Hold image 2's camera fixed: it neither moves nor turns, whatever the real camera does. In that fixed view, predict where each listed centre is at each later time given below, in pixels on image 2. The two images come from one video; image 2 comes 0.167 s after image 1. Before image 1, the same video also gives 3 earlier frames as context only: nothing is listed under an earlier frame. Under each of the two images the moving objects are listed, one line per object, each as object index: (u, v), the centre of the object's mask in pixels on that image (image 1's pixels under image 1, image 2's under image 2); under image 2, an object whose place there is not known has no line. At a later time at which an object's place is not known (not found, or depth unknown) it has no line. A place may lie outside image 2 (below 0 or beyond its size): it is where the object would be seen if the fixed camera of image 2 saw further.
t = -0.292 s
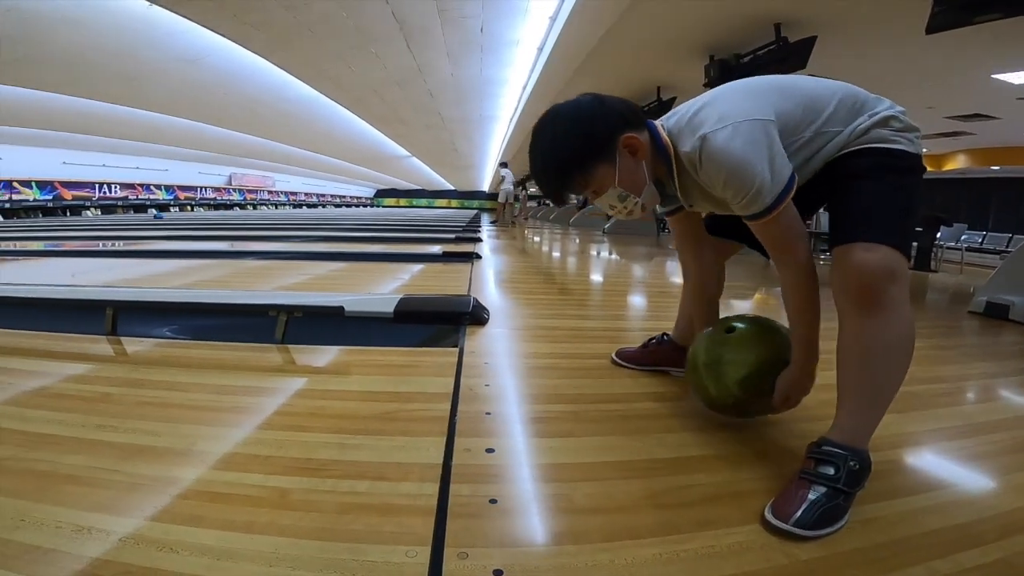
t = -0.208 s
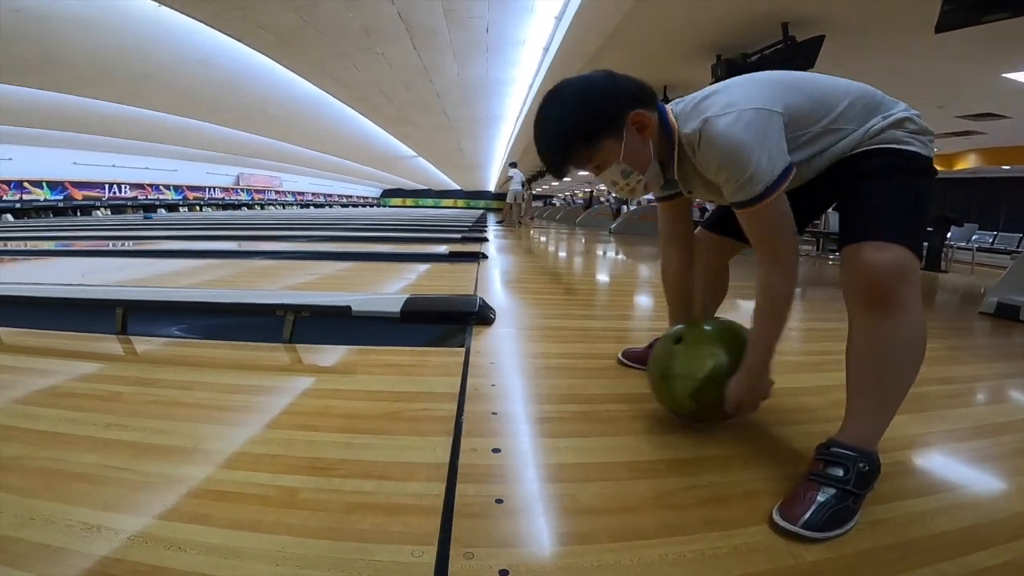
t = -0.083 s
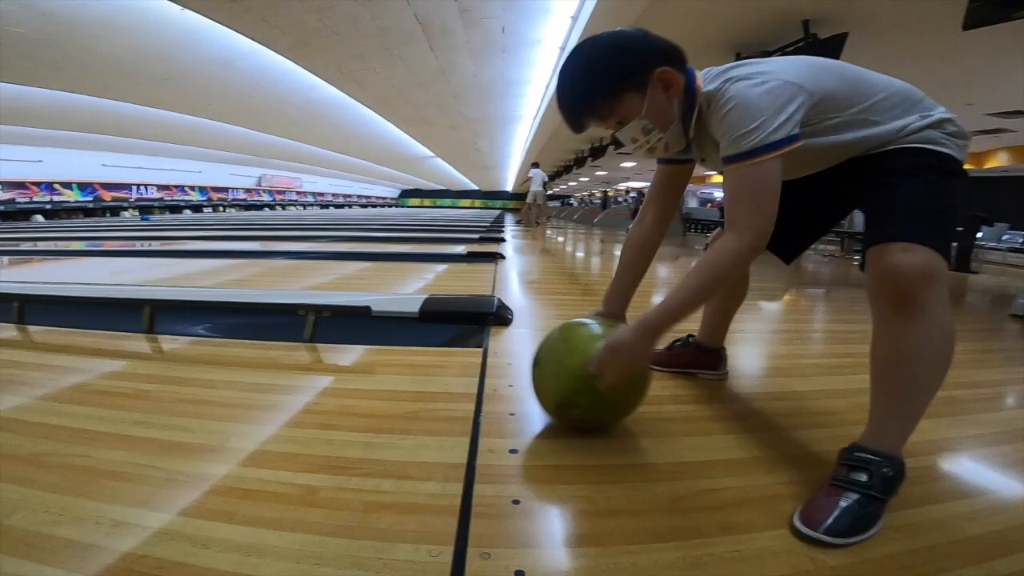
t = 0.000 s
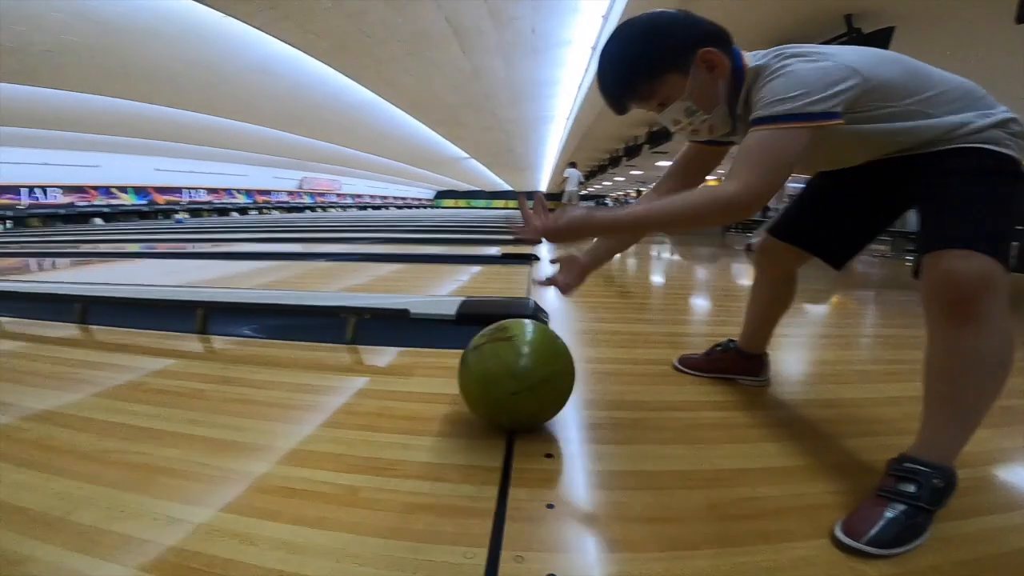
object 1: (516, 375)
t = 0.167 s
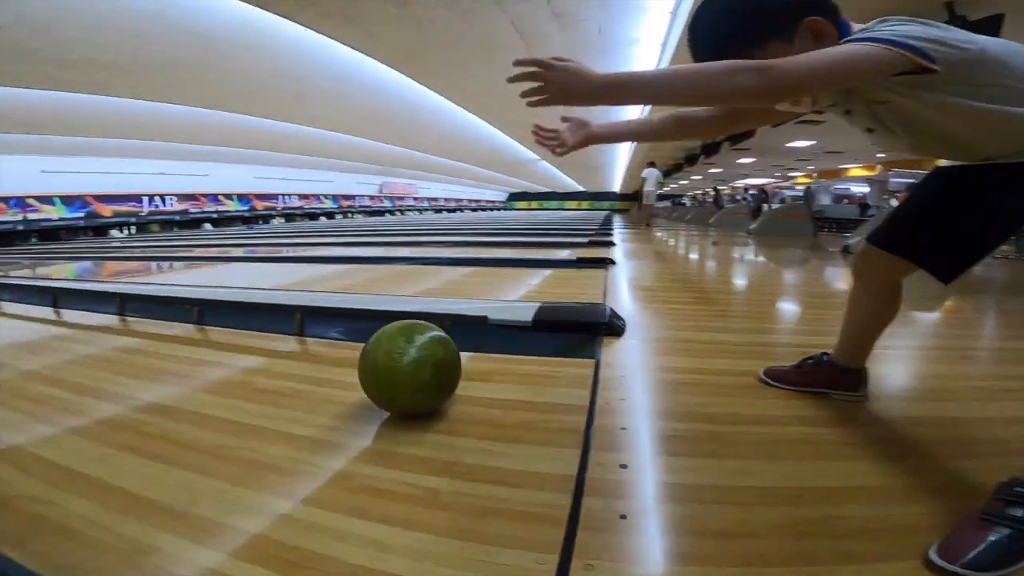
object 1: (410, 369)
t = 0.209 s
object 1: (381, 366)
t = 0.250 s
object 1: (341, 362)
